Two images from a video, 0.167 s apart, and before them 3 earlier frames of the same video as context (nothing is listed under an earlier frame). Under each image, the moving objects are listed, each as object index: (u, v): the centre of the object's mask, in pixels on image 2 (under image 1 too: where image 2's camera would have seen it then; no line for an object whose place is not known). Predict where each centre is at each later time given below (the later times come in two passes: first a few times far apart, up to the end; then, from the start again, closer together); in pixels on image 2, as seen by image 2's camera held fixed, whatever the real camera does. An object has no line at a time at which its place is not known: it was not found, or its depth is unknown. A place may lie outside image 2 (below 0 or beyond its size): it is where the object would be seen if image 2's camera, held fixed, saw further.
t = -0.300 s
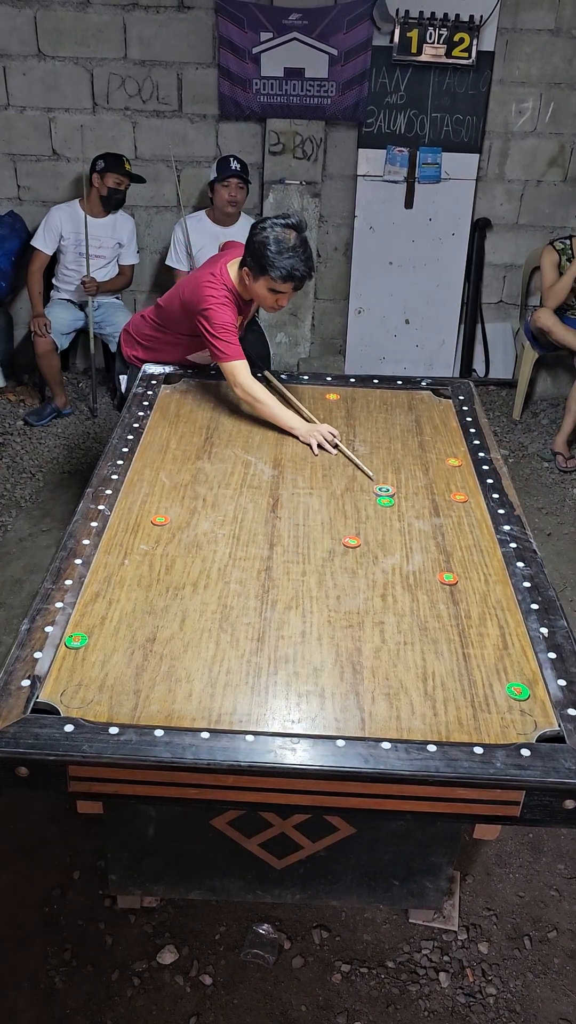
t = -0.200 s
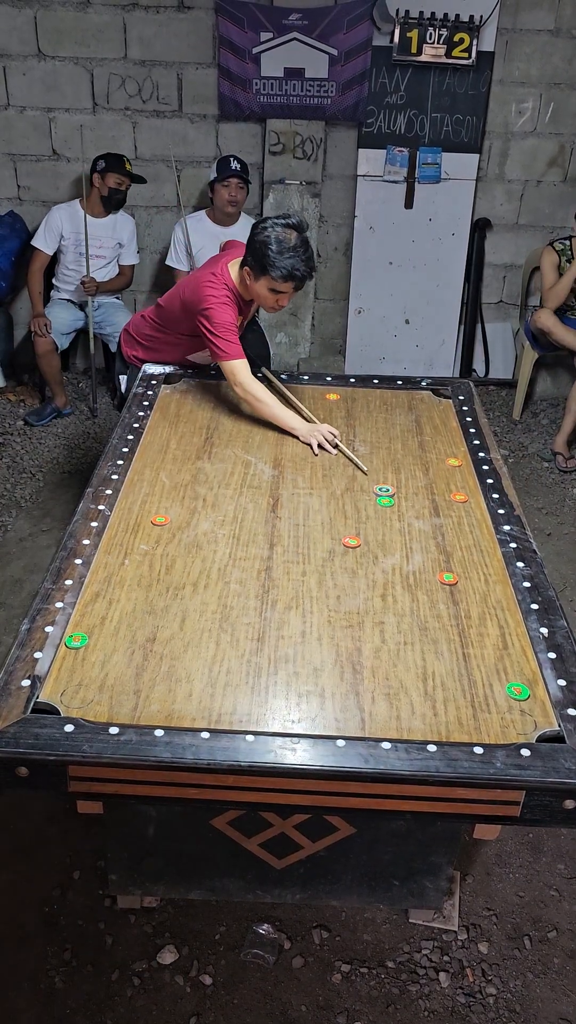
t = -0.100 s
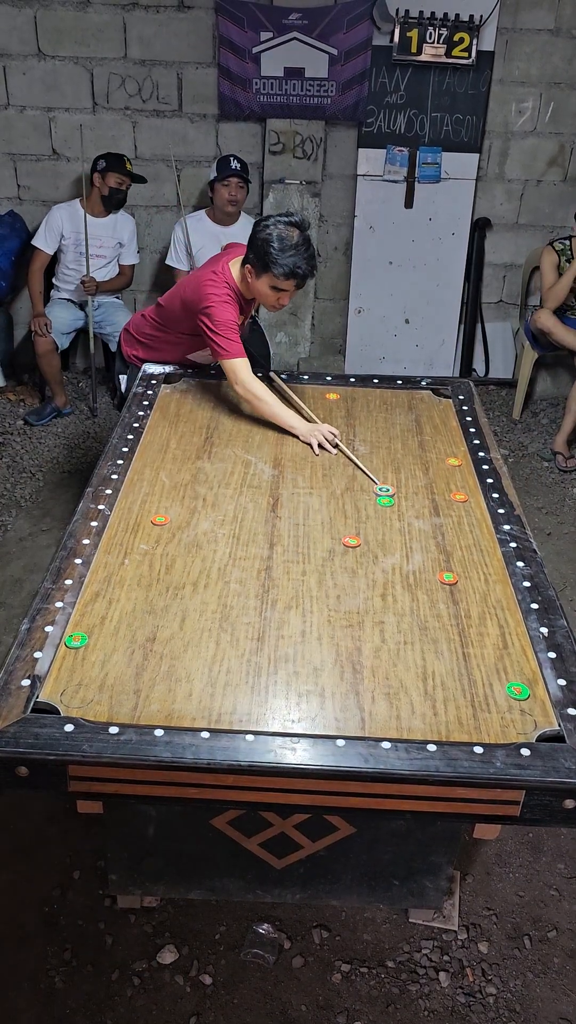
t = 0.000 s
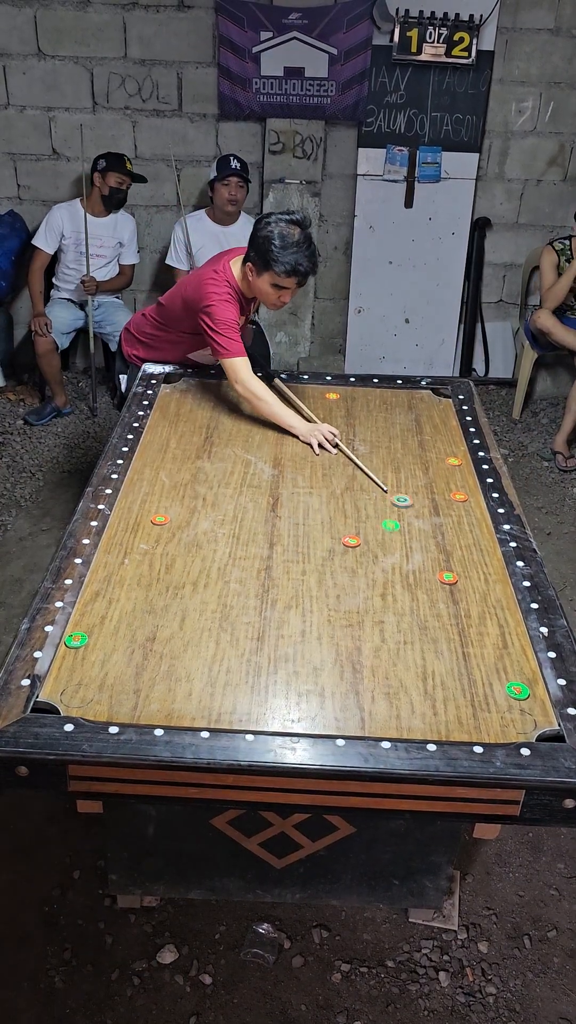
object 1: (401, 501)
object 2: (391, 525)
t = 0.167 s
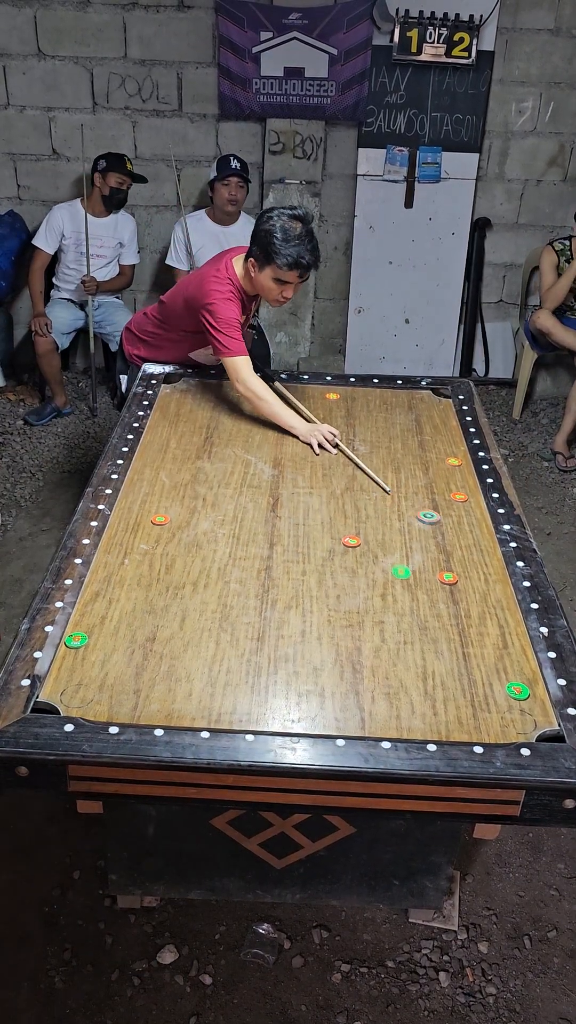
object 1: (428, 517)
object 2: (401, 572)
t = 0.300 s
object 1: (446, 528)
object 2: (410, 612)
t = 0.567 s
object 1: (475, 546)
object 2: (428, 697)
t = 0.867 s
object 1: (491, 558)
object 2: (436, 697)
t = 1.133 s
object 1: (491, 558)
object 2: (435, 660)
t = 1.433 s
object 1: (491, 558)
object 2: (433, 641)
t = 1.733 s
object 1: (491, 558)
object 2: (433, 641)
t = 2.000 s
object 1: (491, 558)
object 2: (433, 641)
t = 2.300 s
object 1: (491, 558)
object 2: (433, 641)
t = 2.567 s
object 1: (491, 558)
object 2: (433, 641)
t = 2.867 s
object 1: (491, 558)
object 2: (433, 641)
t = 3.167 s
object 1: (491, 558)
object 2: (433, 641)
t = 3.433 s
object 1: (491, 558)
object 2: (433, 641)
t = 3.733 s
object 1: (491, 557)
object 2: (434, 641)
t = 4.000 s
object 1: (491, 557)
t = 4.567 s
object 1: (491, 557)
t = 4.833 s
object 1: (491, 557)
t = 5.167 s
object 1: (491, 557)
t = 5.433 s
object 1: (491, 557)
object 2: (434, 640)
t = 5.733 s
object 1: (491, 557)
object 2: (434, 640)
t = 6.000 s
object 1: (491, 557)
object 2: (434, 640)
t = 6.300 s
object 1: (491, 557)
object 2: (434, 640)
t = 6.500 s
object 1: (491, 557)
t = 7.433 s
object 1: (491, 557)
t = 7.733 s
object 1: (491, 557)
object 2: (434, 640)
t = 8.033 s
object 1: (491, 557)
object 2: (434, 640)
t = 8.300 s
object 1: (491, 557)
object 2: (434, 640)
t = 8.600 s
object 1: (491, 557)
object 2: (434, 640)
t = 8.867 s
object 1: (491, 557)
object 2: (434, 640)
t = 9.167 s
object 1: (491, 557)
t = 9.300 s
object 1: (491, 557)
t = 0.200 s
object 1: (433, 520)
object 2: (403, 582)
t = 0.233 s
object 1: (438, 523)
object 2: (405, 592)
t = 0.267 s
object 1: (442, 526)
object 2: (408, 602)
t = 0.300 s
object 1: (446, 528)
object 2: (410, 612)
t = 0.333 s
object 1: (450, 531)
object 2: (412, 622)
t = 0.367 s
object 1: (454, 533)
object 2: (414, 633)
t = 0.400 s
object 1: (458, 536)
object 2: (417, 643)
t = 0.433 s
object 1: (462, 538)
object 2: (419, 654)
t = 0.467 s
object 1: (466, 540)
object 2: (421, 665)
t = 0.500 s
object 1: (469, 543)
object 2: (424, 675)
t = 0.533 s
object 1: (472, 545)
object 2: (426, 686)
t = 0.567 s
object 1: (475, 546)
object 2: (428, 697)
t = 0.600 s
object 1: (477, 548)
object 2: (431, 708)
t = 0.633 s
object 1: (480, 550)
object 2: (433, 719)
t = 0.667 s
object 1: (482, 552)
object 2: (436, 730)
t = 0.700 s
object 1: (484, 553)
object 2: (437, 730)
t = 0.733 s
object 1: (486, 554)
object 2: (437, 723)
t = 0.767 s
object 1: (488, 555)
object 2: (437, 715)
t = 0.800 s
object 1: (489, 556)
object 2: (437, 709)
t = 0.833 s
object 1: (490, 557)
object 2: (436, 703)
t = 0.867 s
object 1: (491, 558)
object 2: (436, 697)
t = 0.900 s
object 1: (491, 558)
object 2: (436, 692)
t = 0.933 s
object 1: (491, 558)
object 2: (436, 686)
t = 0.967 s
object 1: (491, 558)
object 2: (436, 681)
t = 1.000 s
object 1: (491, 558)
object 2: (436, 677)
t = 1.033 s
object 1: (491, 558)
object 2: (436, 672)
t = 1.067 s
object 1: (491, 558)
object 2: (436, 668)
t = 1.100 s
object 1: (491, 558)
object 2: (435, 664)
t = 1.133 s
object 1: (491, 558)
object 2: (435, 660)
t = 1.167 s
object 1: (491, 558)
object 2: (435, 657)
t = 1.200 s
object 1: (491, 558)
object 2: (434, 654)
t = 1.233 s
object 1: (491, 558)
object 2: (434, 651)
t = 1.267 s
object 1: (491, 558)
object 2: (434, 648)
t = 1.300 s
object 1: (491, 558)
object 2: (434, 646)
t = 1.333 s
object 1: (491, 558)
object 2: (434, 644)
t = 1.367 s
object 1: (491, 558)
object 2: (433, 643)
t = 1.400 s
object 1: (491, 558)
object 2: (433, 642)
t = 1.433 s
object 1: (491, 558)
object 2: (433, 641)
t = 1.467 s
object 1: (491, 558)
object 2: (433, 641)
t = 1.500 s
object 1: (491, 558)
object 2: (433, 641)
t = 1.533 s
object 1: (491, 558)
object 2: (433, 641)
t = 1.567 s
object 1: (491, 558)
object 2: (433, 641)
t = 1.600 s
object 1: (491, 558)
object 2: (433, 641)
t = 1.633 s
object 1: (491, 558)
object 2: (433, 641)
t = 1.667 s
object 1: (491, 558)
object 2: (433, 641)
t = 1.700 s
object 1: (491, 558)
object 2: (433, 641)
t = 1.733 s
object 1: (491, 558)
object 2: (433, 641)
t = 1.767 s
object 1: (491, 558)
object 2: (433, 641)
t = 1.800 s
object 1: (491, 558)
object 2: (433, 641)
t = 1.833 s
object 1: (491, 558)
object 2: (433, 641)
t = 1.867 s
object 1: (491, 558)
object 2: (433, 641)
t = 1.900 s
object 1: (491, 558)
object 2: (433, 641)
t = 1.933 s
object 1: (491, 558)
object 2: (433, 641)
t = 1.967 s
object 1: (491, 558)
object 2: (433, 641)
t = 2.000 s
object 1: (491, 558)
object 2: (433, 641)
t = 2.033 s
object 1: (491, 558)
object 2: (433, 641)
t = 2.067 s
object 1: (491, 558)
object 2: (433, 641)
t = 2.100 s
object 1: (491, 558)
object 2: (433, 641)
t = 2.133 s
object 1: (491, 558)
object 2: (433, 641)
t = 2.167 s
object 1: (491, 558)
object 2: (433, 641)
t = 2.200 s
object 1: (491, 558)
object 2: (433, 641)
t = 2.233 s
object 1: (491, 558)
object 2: (433, 641)
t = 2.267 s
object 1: (491, 558)
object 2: (433, 641)
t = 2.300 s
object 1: (491, 558)
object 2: (433, 641)
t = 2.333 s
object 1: (491, 558)
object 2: (433, 641)
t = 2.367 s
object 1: (491, 558)
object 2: (433, 641)
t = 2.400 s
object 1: (491, 558)
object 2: (433, 641)
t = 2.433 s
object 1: (491, 558)
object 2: (433, 641)
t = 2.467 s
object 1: (491, 558)
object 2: (433, 642)
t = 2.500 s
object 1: (491, 558)
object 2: (433, 641)
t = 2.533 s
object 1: (491, 558)
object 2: (433, 642)
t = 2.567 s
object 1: (491, 558)
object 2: (433, 641)
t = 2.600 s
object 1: (491, 558)
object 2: (433, 641)
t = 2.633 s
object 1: (491, 558)
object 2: (433, 641)
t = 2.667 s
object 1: (491, 558)
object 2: (433, 641)
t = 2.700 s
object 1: (491, 558)
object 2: (433, 641)
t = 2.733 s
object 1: (491, 558)
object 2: (433, 641)
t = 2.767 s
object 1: (491, 558)
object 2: (433, 641)
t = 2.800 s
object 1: (491, 558)
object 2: (433, 641)
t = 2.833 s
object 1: (491, 558)
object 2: (433, 641)
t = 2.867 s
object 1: (491, 558)
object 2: (433, 641)
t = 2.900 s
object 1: (491, 558)
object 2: (433, 641)
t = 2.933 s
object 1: (491, 558)
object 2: (433, 641)
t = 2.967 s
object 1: (491, 558)
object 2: (433, 641)
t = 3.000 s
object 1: (491, 558)
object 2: (433, 641)
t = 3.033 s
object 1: (491, 558)
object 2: (433, 642)
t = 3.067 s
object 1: (491, 558)
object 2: (433, 642)
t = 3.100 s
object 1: (491, 558)
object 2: (433, 642)
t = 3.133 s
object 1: (491, 558)
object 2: (433, 641)
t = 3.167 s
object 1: (491, 558)
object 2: (433, 641)
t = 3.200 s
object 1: (491, 558)
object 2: (433, 641)
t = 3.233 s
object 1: (491, 558)
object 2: (433, 641)
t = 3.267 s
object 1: (491, 558)
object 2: (433, 641)
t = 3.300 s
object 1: (491, 558)
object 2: (433, 641)
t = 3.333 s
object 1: (491, 558)
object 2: (433, 641)
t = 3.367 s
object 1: (491, 558)
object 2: (433, 641)
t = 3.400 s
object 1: (491, 558)
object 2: (433, 641)
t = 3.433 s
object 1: (491, 558)
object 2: (433, 641)
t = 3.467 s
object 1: (491, 558)
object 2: (433, 641)
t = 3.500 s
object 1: (491, 558)
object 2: (433, 641)
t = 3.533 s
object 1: (491, 558)
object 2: (434, 641)
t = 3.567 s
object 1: (491, 557)
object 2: (434, 641)
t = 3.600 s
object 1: (491, 557)
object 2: (434, 641)
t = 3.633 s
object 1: (491, 557)
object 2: (434, 641)
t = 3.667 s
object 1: (491, 557)
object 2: (434, 641)
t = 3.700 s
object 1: (491, 557)
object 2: (434, 641)
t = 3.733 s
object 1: (491, 557)
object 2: (434, 641)
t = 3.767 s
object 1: (491, 557)
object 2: (434, 640)
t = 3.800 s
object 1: (491, 557)
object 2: (434, 641)
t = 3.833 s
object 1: (491, 557)
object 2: (434, 641)
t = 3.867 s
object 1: (491, 557)
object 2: (433, 640)
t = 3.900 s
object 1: (491, 557)
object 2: (433, 640)
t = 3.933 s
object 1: (491, 557)
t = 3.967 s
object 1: (491, 557)
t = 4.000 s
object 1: (491, 557)
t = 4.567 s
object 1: (491, 557)
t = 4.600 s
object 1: (491, 557)
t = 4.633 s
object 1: (491, 557)
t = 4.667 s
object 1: (491, 557)
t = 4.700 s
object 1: (491, 557)
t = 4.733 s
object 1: (491, 557)
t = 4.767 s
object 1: (491, 557)
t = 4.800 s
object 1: (491, 557)
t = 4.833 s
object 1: (491, 557)
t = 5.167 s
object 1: (491, 557)
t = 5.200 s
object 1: (491, 557)
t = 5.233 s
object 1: (491, 557)
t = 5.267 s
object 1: (491, 557)
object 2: (434, 640)
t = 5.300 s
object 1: (491, 557)
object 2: (434, 640)
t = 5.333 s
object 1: (491, 557)
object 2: (434, 640)
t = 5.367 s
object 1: (491, 557)
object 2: (434, 640)
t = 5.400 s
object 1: (491, 557)
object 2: (434, 640)
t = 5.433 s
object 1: (491, 557)
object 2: (434, 640)
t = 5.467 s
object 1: (491, 557)
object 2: (434, 640)
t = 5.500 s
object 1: (491, 557)
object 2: (434, 640)
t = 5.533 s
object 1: (491, 557)
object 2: (434, 640)
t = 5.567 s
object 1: (491, 557)
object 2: (434, 640)
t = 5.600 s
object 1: (491, 557)
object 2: (434, 640)
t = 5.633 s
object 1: (491, 557)
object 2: (434, 640)
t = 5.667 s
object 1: (491, 557)
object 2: (434, 640)
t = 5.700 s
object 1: (491, 557)
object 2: (434, 640)
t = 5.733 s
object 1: (491, 557)
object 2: (434, 640)
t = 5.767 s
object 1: (491, 557)
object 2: (434, 640)
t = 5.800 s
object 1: (491, 557)
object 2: (434, 640)
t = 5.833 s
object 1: (491, 557)
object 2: (434, 640)
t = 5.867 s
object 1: (491, 557)
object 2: (434, 640)
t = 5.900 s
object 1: (491, 557)
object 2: (434, 640)
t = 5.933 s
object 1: (491, 557)
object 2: (434, 640)
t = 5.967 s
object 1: (491, 557)
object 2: (434, 640)
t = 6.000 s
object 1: (491, 557)
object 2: (434, 640)
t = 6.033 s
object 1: (491, 557)
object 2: (434, 640)
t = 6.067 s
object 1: (491, 557)
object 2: (434, 640)
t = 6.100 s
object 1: (491, 557)
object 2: (434, 640)
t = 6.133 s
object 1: (491, 557)
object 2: (434, 640)
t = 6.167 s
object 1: (491, 558)
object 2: (434, 640)
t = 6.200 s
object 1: (491, 558)
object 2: (434, 640)
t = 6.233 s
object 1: (491, 558)
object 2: (434, 640)
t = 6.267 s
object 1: (491, 558)
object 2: (434, 640)
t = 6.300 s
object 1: (491, 557)
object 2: (434, 640)
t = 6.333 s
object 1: (491, 557)
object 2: (434, 640)
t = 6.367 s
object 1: (491, 557)
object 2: (434, 640)
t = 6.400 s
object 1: (491, 557)
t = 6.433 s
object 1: (491, 557)
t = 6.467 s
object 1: (491, 557)
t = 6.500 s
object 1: (491, 557)
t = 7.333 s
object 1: (491, 557)
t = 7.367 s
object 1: (491, 557)
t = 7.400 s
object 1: (491, 557)
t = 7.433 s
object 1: (491, 557)
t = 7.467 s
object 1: (491, 557)
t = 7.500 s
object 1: (491, 557)
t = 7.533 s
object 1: (491, 557)
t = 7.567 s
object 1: (491, 557)
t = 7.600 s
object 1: (491, 558)
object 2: (433, 640)
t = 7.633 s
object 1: (491, 557)
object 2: (434, 640)
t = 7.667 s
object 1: (491, 557)
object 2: (434, 640)
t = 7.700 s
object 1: (491, 557)
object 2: (434, 640)
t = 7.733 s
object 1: (491, 557)
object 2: (434, 640)
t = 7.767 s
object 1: (491, 557)
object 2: (434, 640)
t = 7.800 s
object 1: (491, 557)
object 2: (434, 640)
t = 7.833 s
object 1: (491, 557)
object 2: (434, 640)
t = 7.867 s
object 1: (491, 557)
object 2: (434, 640)
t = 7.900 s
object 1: (491, 557)
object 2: (434, 640)
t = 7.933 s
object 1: (491, 558)
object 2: (434, 640)
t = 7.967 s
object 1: (491, 558)
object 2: (434, 640)
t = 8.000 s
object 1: (491, 558)
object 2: (434, 640)
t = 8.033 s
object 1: (491, 557)
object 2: (434, 640)
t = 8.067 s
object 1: (491, 557)
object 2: (434, 640)
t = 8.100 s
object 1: (491, 557)
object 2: (434, 640)
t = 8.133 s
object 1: (491, 557)
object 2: (434, 640)
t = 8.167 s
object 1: (491, 557)
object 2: (434, 640)
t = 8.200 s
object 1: (491, 557)
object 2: (434, 640)
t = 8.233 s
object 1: (491, 557)
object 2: (434, 640)
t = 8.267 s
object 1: (491, 557)
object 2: (434, 640)
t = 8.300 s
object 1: (491, 557)
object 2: (434, 640)
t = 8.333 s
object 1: (491, 557)
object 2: (434, 640)
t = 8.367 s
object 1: (491, 557)
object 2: (434, 640)
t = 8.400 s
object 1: (491, 557)
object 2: (434, 640)
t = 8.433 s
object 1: (491, 557)
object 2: (434, 640)
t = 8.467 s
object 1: (491, 557)
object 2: (434, 640)
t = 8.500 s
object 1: (491, 557)
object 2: (434, 640)
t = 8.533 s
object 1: (491, 557)
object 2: (434, 640)
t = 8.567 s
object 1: (491, 557)
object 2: (434, 640)
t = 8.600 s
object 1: (491, 557)
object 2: (434, 640)
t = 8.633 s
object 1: (491, 557)
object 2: (434, 640)
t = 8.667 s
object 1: (491, 557)
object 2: (434, 640)
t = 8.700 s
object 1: (491, 557)
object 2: (434, 640)
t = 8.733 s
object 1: (491, 558)
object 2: (434, 640)
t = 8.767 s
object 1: (491, 557)
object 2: (434, 640)
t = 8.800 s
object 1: (491, 557)
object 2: (434, 640)
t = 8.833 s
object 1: (491, 557)
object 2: (434, 640)
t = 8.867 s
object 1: (491, 557)
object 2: (434, 640)
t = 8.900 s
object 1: (491, 557)
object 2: (434, 640)
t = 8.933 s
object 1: (491, 557)
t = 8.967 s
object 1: (491, 557)
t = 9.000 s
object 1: (491, 557)
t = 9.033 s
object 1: (491, 557)
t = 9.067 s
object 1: (491, 557)
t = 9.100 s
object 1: (491, 557)
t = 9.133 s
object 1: (491, 557)
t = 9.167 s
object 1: (491, 557)
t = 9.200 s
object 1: (491, 557)
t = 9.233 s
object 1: (491, 557)
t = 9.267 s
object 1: (491, 557)
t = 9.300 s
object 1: (491, 557)
